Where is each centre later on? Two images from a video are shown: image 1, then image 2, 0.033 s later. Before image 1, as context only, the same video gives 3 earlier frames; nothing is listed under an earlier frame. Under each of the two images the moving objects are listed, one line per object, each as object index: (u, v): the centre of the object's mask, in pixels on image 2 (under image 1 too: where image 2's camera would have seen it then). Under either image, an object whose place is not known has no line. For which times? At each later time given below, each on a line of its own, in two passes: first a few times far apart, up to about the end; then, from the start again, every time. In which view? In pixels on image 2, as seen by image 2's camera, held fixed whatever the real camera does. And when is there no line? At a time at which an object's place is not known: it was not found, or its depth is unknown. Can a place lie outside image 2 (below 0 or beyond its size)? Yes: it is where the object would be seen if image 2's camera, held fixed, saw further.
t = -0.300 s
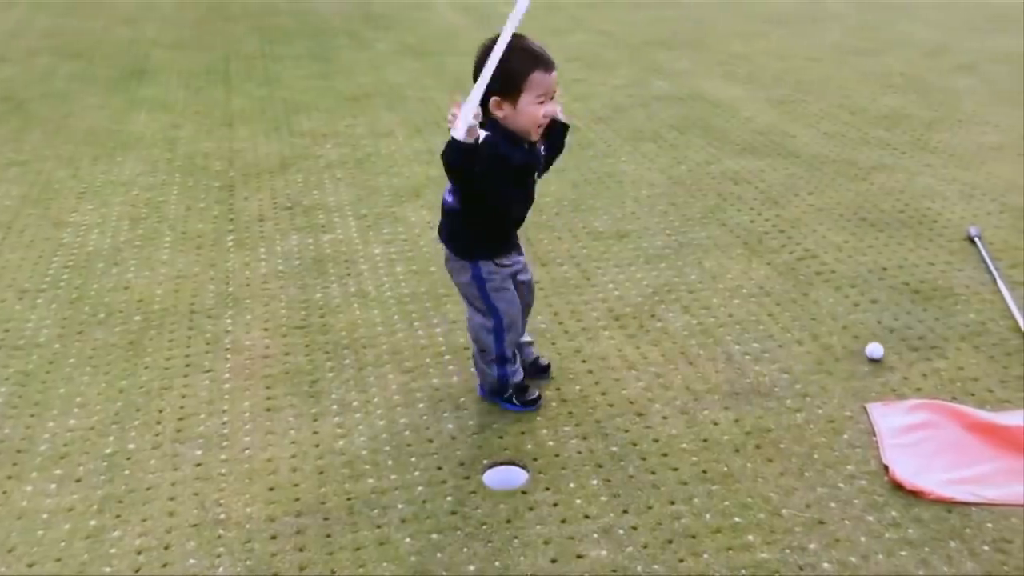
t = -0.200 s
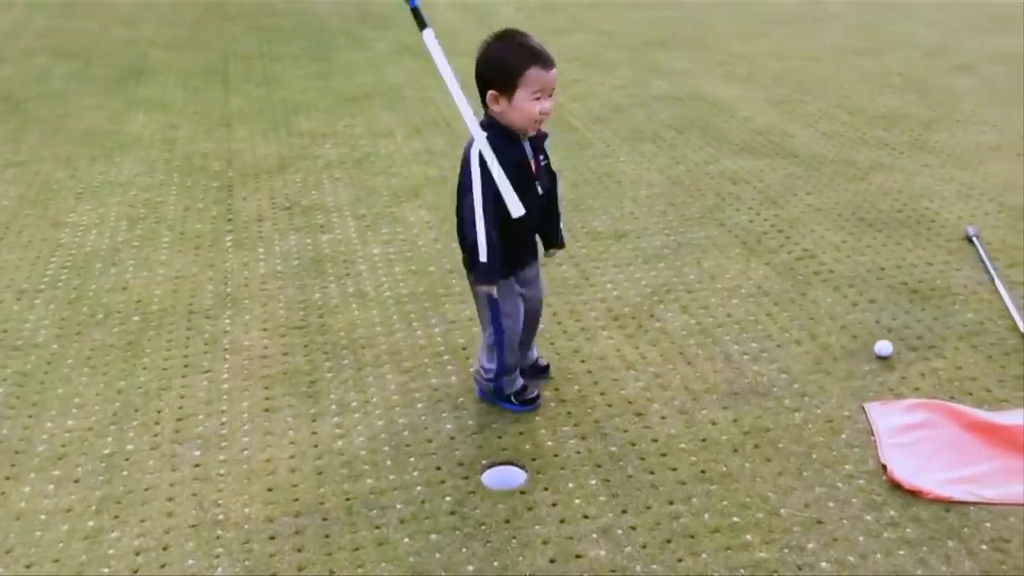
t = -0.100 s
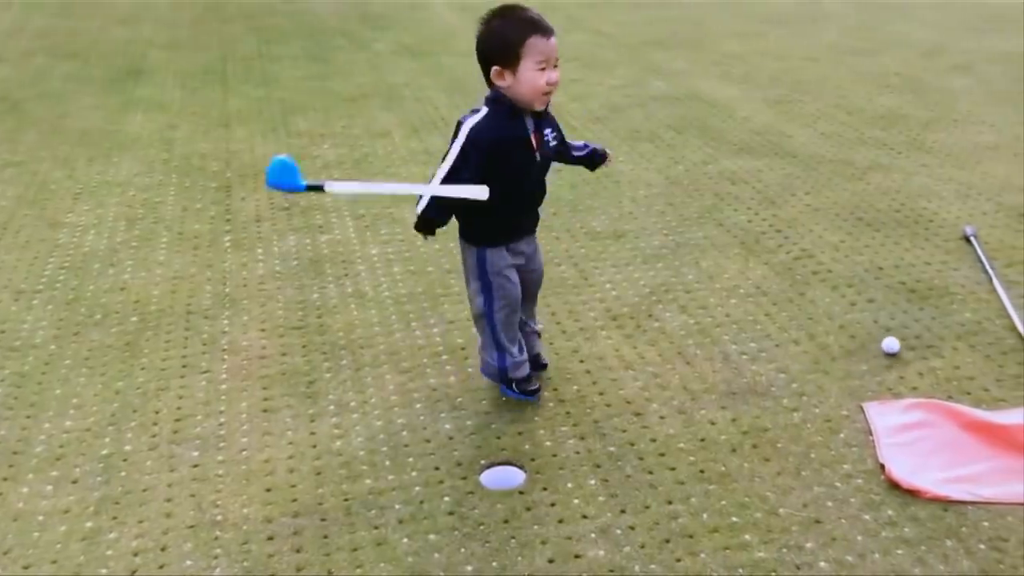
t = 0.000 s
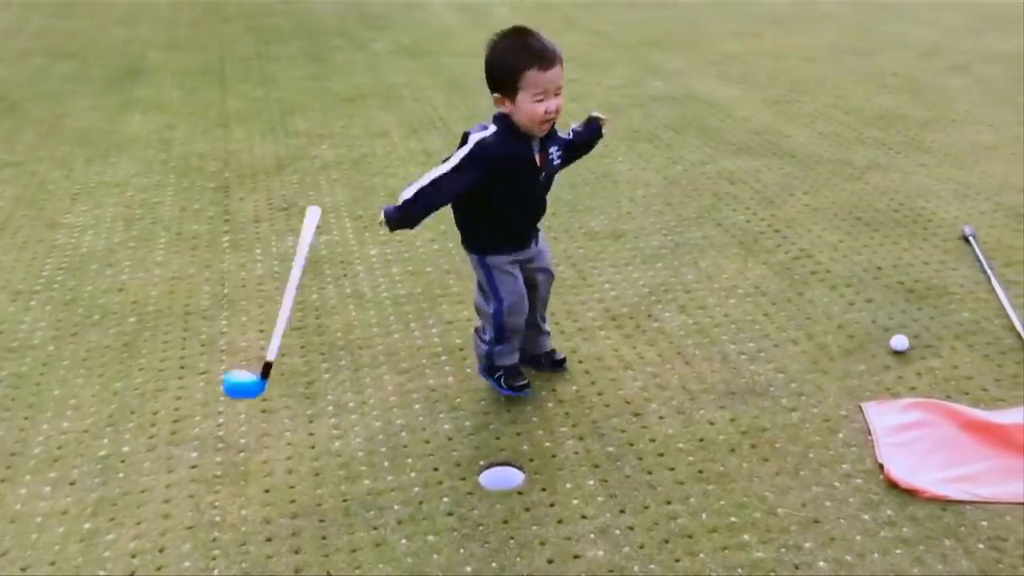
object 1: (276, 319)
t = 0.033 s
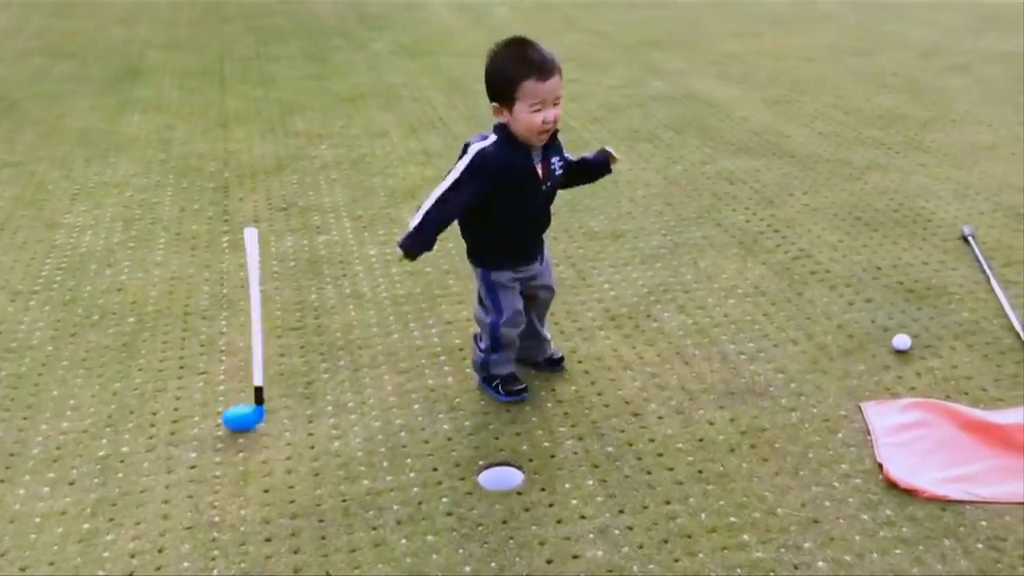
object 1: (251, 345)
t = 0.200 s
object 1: (194, 302)
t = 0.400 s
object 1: (198, 321)
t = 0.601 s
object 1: (218, 363)
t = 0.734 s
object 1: (211, 348)
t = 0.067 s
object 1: (235, 320)
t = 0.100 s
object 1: (220, 305)
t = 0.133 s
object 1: (206, 297)
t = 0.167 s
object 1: (197, 296)
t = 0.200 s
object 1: (194, 302)
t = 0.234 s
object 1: (191, 310)
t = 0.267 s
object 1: (189, 319)
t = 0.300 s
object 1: (192, 330)
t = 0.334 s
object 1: (192, 325)
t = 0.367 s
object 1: (196, 321)
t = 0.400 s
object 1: (198, 321)
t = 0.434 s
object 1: (201, 325)
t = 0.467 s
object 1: (203, 334)
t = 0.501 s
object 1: (210, 344)
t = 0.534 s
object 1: (210, 351)
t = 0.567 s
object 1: (212, 358)
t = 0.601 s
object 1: (218, 363)
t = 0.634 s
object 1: (217, 357)
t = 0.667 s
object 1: (215, 352)
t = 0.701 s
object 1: (213, 348)
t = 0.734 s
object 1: (211, 348)
